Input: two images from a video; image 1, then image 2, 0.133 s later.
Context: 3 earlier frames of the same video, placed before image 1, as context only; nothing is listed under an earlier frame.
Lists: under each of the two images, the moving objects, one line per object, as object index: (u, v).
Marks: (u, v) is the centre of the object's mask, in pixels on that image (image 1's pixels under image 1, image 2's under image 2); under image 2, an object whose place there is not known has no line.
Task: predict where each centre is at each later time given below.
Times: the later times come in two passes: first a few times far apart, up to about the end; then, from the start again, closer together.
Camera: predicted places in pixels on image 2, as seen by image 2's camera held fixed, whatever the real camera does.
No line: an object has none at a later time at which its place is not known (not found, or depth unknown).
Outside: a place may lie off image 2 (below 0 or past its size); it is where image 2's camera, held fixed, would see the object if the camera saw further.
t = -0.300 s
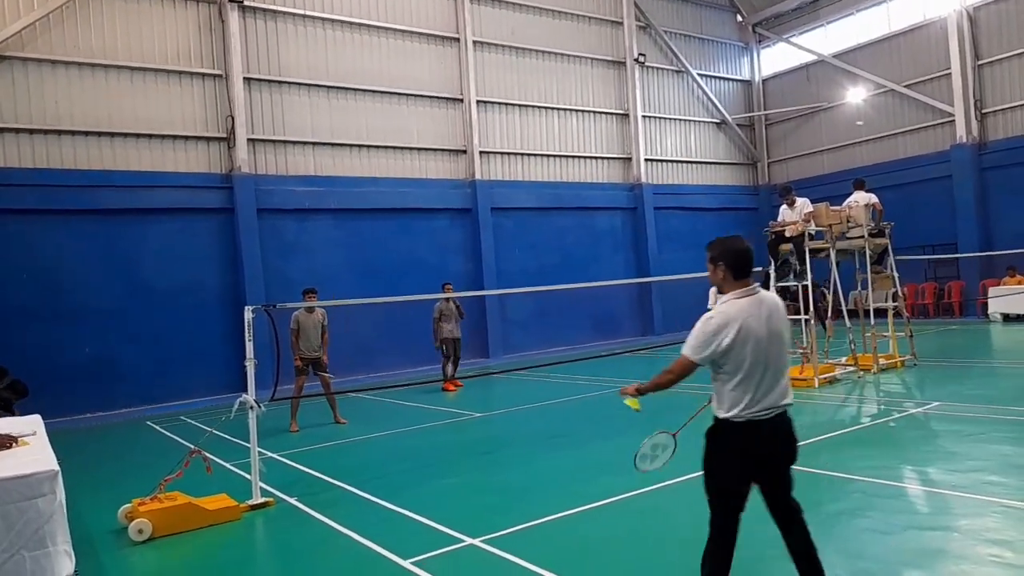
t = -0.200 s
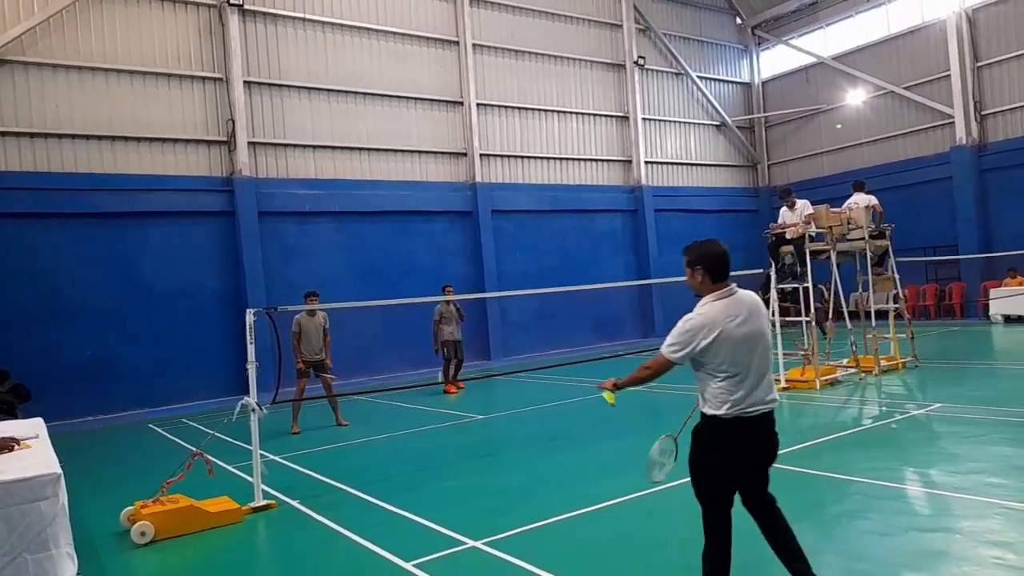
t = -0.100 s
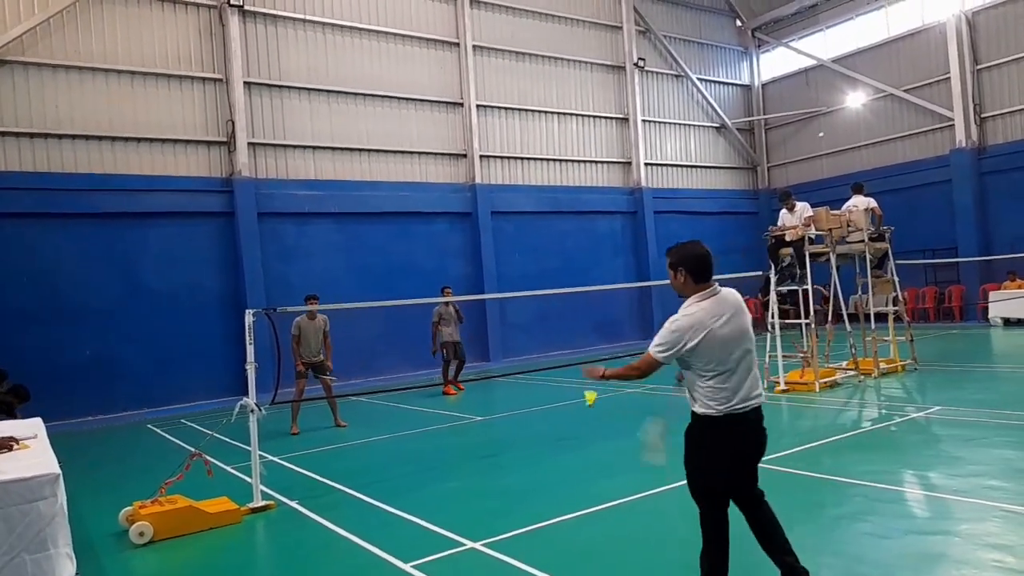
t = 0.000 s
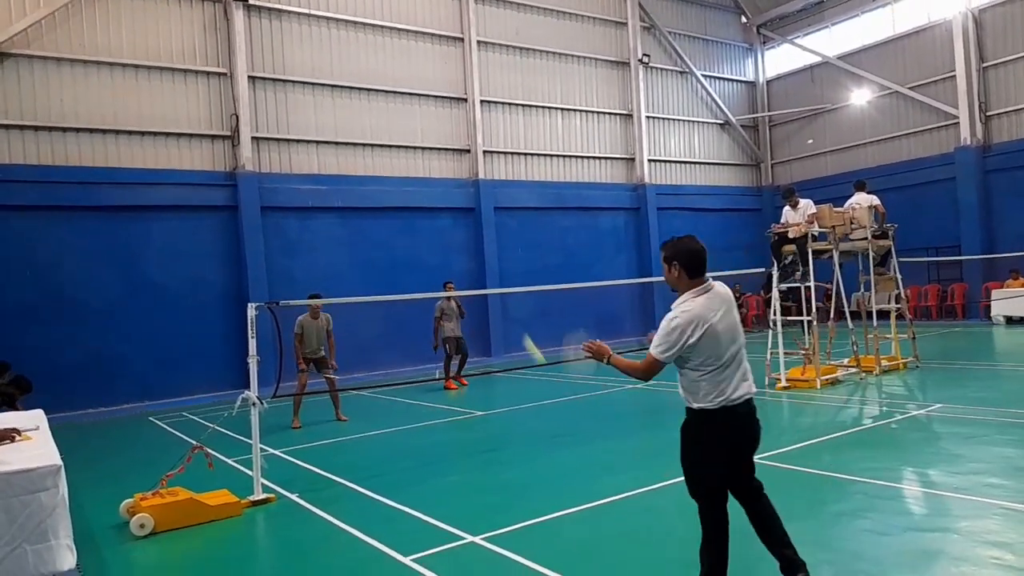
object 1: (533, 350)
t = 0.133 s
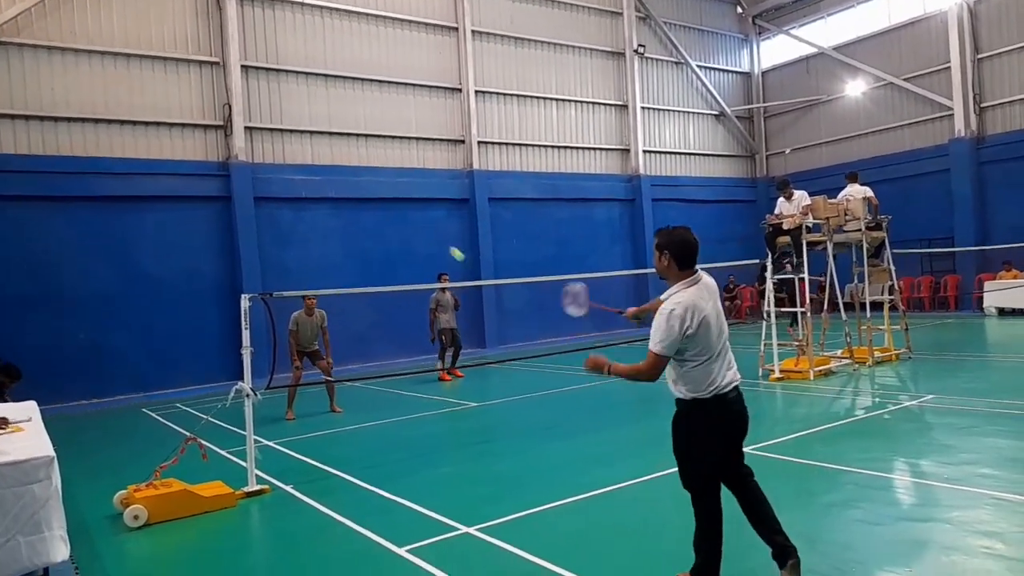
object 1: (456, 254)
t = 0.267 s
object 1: (419, 225)
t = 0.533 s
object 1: (385, 238)
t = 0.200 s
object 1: (435, 235)
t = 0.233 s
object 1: (427, 229)
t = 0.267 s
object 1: (419, 225)
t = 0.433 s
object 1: (394, 226)
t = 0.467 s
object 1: (391, 229)
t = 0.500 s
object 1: (388, 233)
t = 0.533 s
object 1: (385, 238)
